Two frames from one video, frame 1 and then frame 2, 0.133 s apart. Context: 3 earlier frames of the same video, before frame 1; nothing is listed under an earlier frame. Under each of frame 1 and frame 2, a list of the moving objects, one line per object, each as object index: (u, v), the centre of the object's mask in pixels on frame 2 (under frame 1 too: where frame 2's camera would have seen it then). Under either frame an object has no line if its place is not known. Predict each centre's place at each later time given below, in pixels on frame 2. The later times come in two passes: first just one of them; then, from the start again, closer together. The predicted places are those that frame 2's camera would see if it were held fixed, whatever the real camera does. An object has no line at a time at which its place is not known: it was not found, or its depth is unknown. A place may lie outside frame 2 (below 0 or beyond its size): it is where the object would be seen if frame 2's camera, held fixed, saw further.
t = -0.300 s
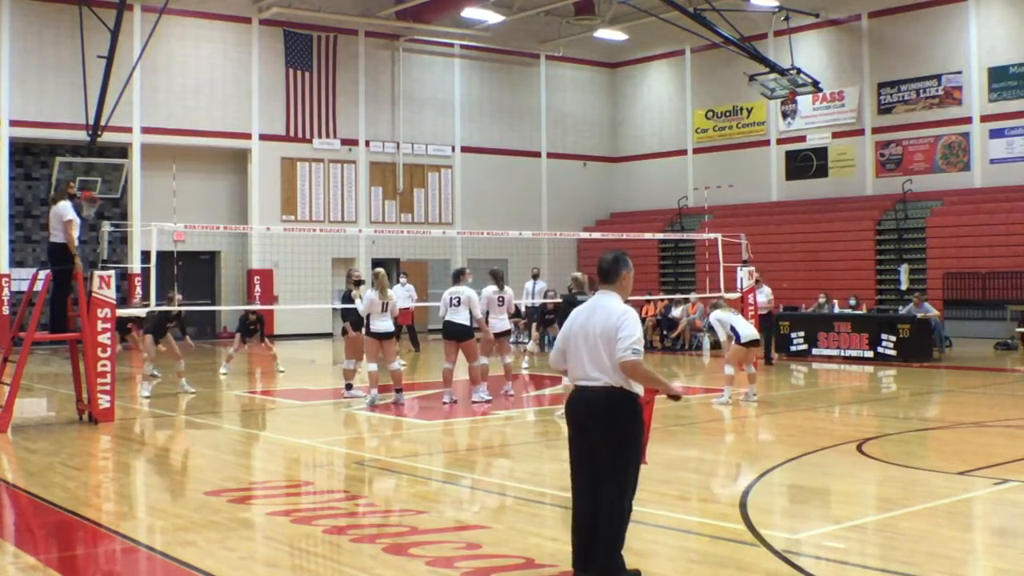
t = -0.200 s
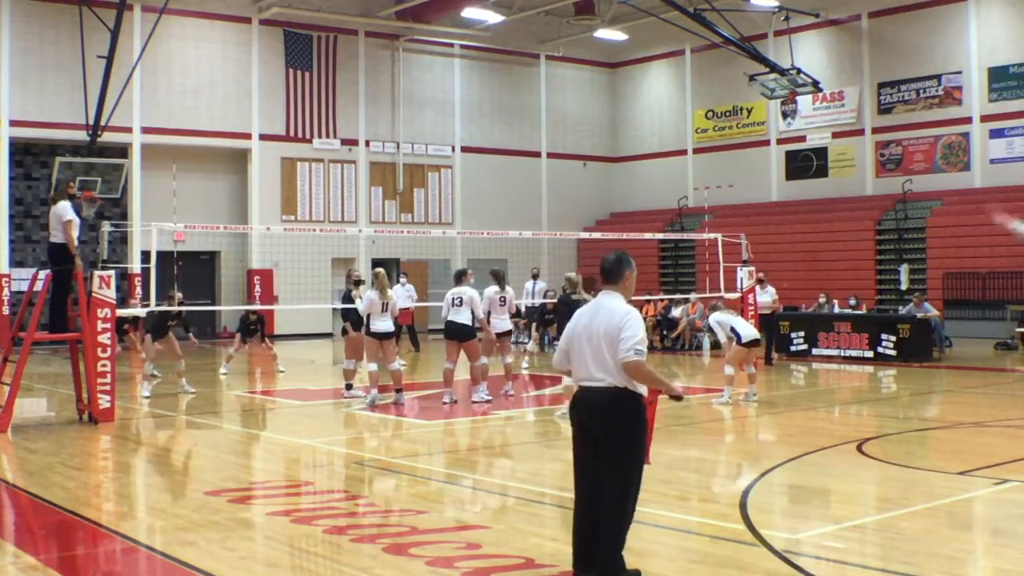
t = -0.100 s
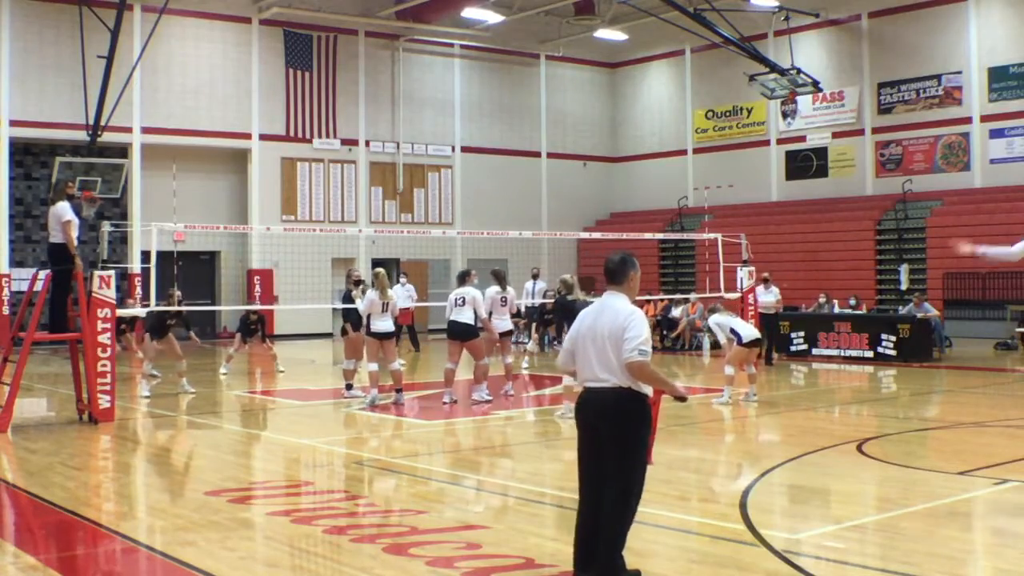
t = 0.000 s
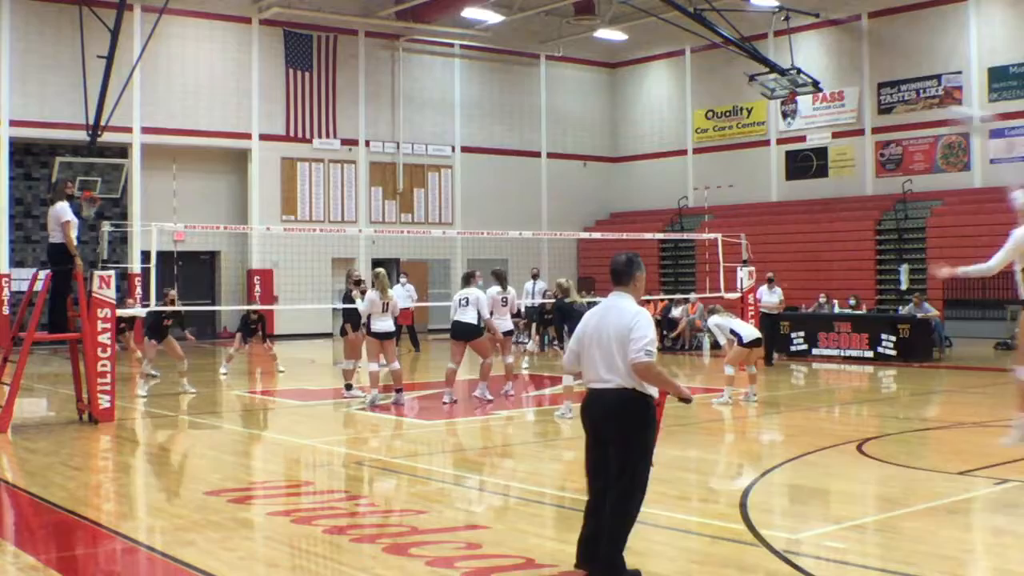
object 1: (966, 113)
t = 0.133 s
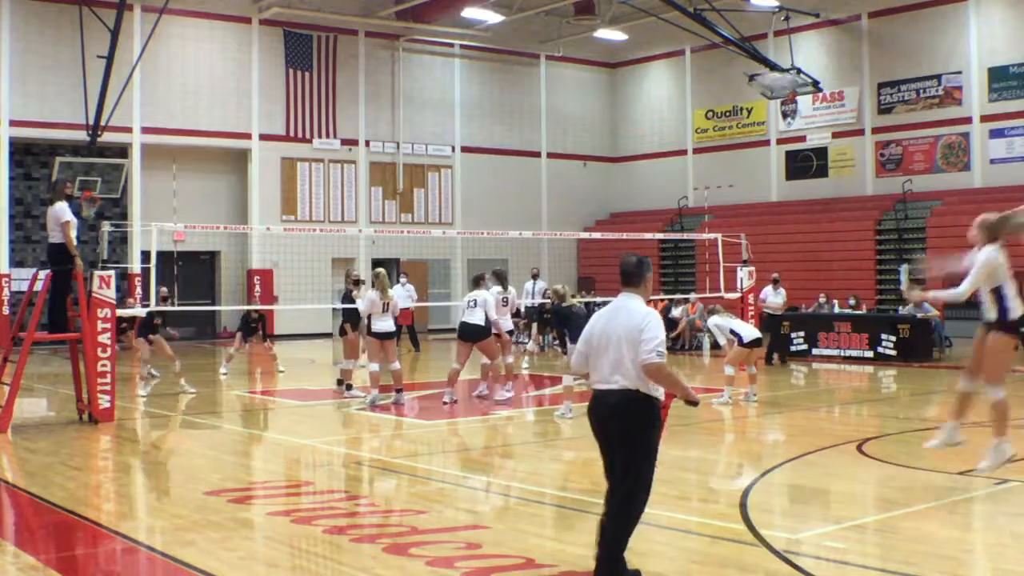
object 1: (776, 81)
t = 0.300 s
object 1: (594, 65)
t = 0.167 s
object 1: (735, 76)
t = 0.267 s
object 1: (624, 65)
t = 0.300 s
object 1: (594, 65)
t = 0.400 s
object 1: (505, 69)
